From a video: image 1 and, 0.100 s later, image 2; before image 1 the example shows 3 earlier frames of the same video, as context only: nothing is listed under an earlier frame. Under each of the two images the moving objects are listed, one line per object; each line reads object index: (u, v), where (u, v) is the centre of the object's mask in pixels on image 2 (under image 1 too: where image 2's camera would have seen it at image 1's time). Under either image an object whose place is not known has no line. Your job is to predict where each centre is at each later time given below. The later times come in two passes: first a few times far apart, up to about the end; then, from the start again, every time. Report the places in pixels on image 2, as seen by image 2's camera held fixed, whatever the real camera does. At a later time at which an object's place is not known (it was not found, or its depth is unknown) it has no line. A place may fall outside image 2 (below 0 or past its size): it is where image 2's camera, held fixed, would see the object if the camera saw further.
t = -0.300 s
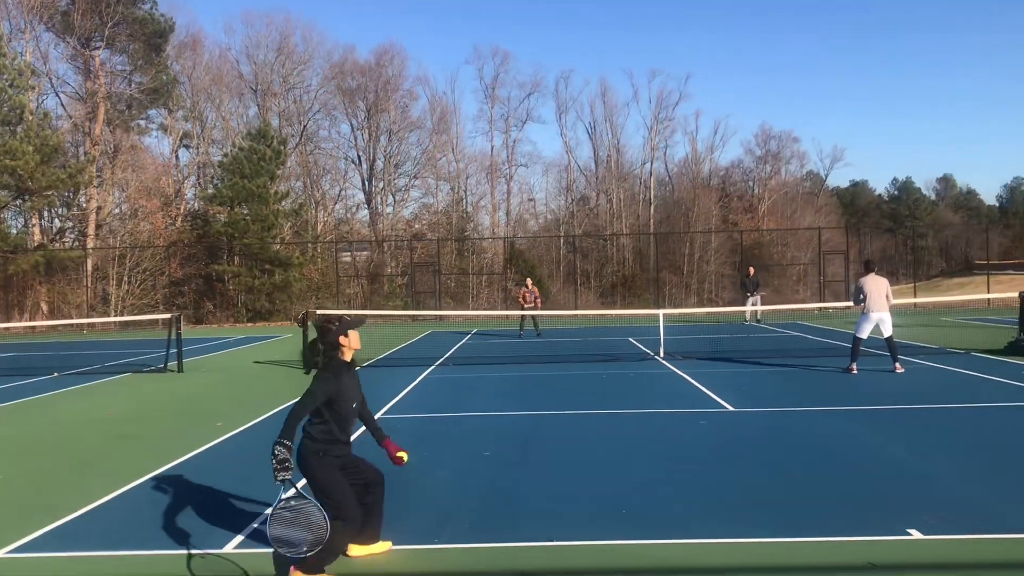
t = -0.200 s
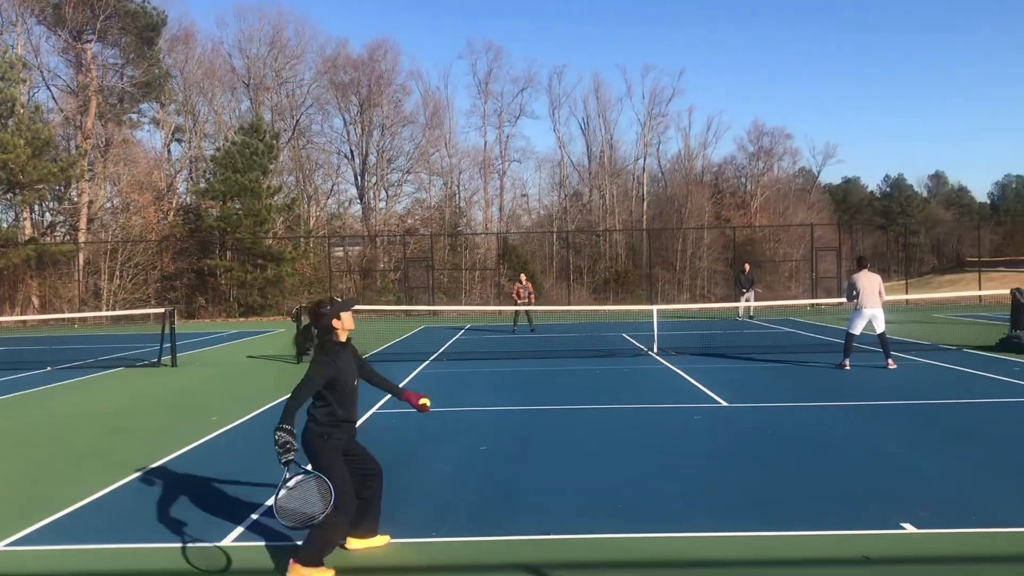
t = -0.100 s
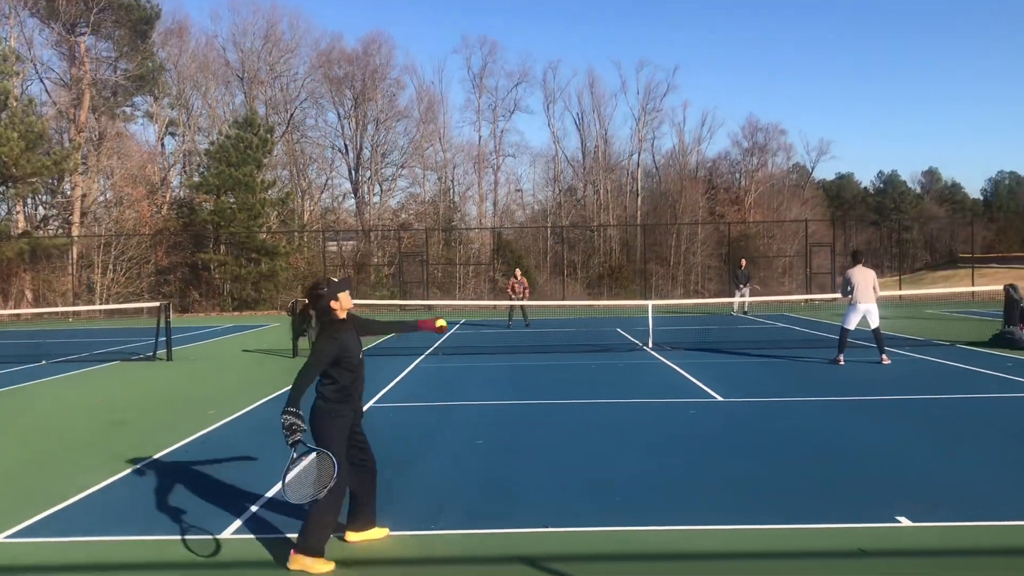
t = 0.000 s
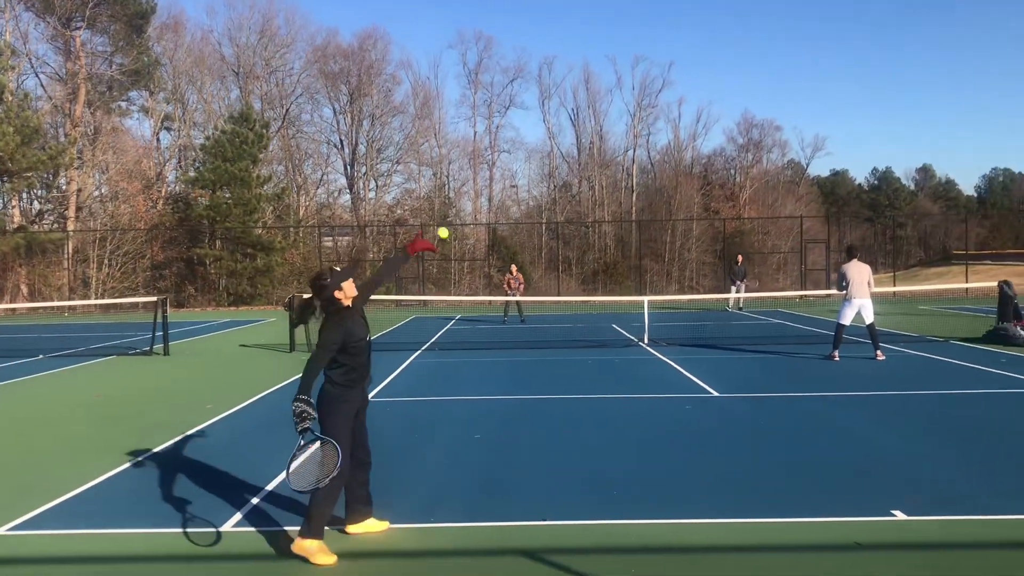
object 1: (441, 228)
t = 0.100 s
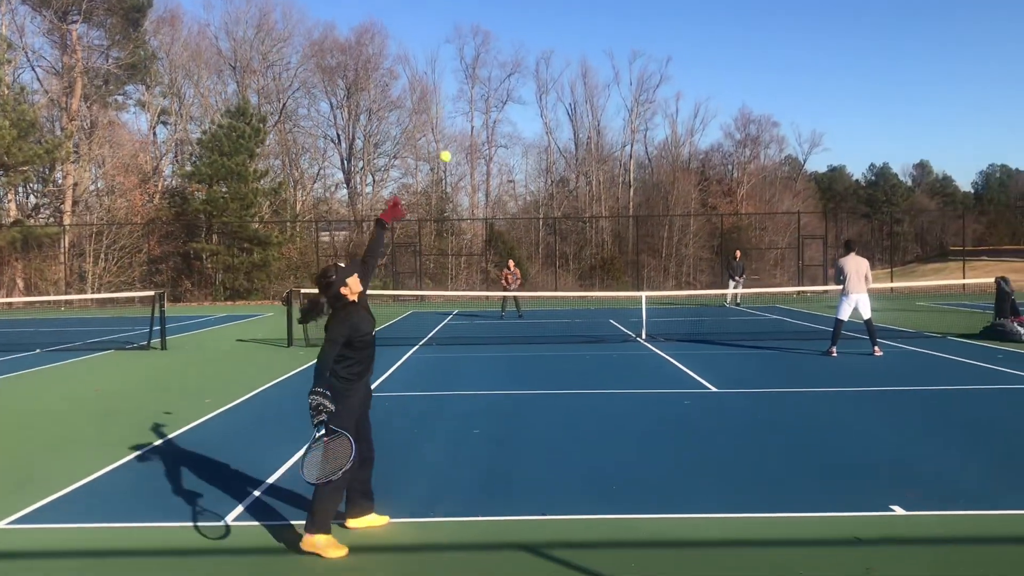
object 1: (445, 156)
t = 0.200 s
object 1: (451, 101)
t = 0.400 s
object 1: (459, 41)
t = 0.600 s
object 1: (469, 44)
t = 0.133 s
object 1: (447, 136)
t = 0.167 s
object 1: (449, 118)
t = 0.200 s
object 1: (451, 101)
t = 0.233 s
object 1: (452, 87)
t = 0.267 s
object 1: (453, 74)
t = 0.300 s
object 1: (454, 63)
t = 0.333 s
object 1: (456, 54)
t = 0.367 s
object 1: (457, 47)
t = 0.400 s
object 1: (459, 41)
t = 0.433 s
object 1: (460, 37)
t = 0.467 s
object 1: (462, 35)
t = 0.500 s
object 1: (463, 34)
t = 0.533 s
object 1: (465, 36)
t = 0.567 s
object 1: (467, 39)
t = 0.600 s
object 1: (469, 44)
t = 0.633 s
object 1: (471, 51)
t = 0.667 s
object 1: (473, 61)
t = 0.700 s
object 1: (475, 72)
